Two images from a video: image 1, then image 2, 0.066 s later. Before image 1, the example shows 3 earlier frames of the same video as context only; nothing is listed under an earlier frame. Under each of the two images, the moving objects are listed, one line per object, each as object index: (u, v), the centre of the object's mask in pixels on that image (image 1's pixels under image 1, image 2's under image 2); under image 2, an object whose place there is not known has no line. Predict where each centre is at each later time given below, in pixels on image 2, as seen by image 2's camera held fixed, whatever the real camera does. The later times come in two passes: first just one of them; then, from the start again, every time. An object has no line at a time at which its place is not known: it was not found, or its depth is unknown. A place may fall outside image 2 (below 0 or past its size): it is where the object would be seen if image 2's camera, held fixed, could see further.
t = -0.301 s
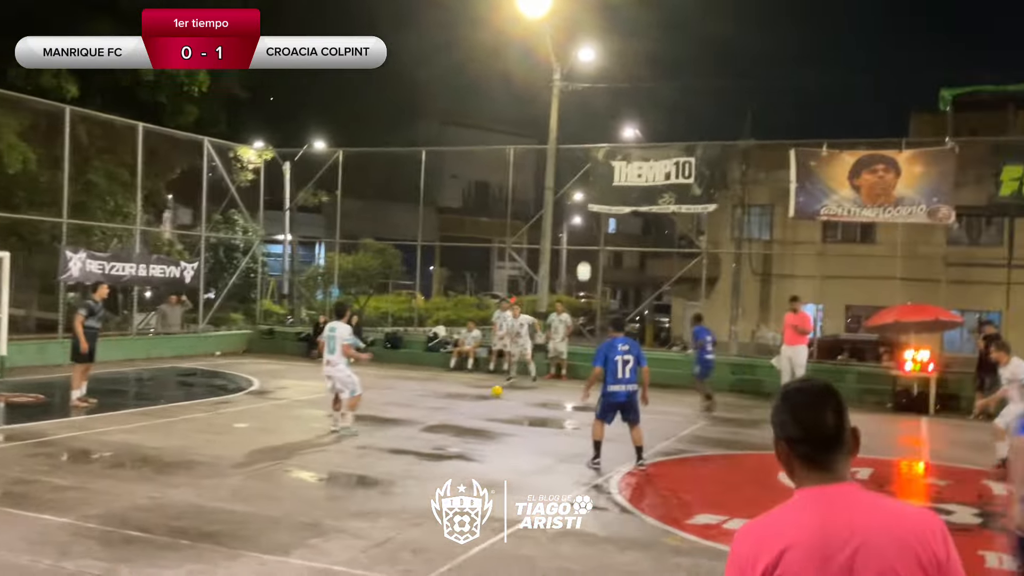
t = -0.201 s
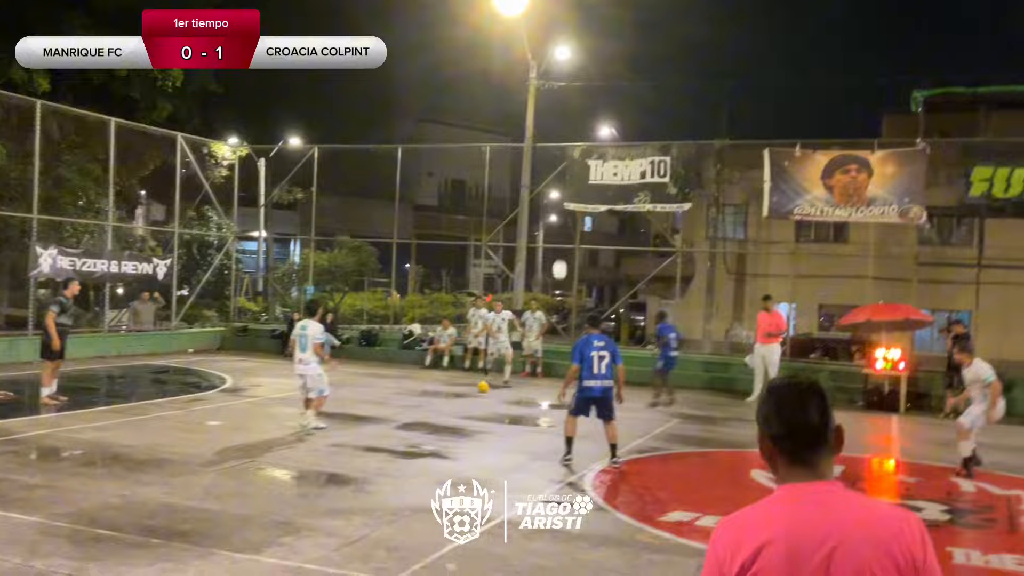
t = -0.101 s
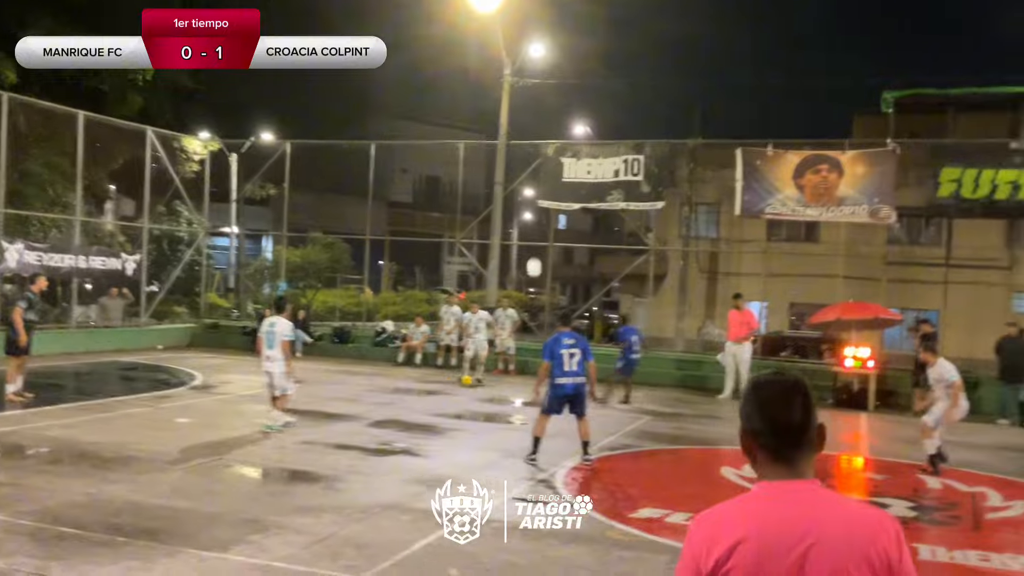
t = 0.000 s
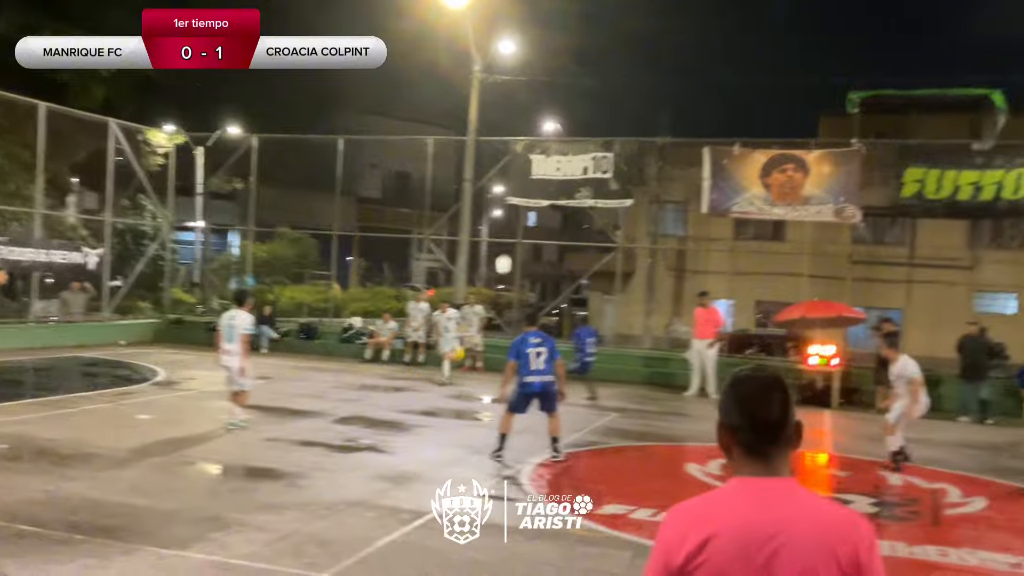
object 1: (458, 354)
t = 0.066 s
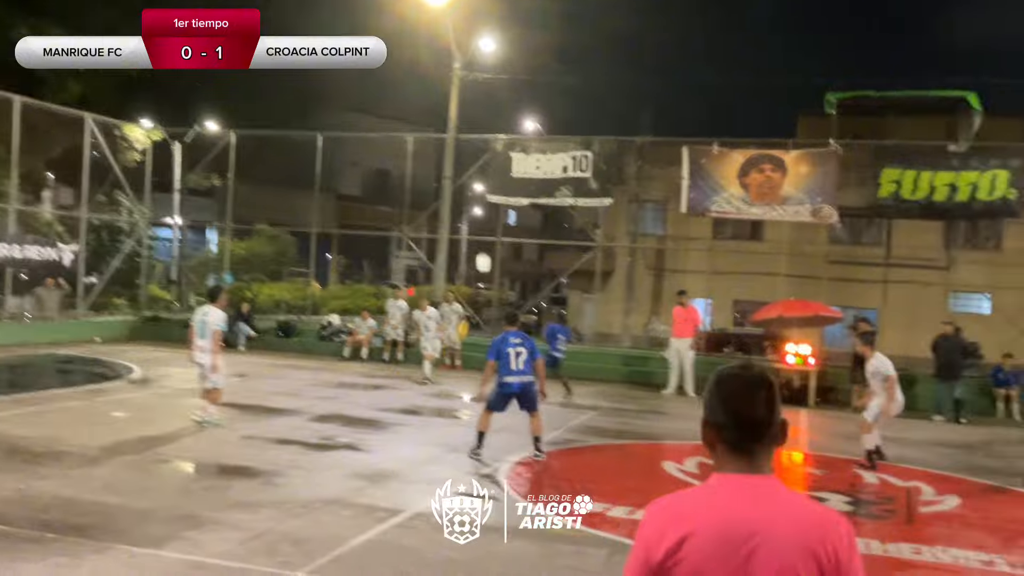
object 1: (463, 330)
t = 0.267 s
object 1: (548, 270)
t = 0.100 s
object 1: (475, 320)
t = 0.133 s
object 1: (488, 309)
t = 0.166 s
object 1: (502, 299)
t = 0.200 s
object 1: (516, 289)
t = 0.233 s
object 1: (532, 280)
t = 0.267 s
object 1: (548, 270)
